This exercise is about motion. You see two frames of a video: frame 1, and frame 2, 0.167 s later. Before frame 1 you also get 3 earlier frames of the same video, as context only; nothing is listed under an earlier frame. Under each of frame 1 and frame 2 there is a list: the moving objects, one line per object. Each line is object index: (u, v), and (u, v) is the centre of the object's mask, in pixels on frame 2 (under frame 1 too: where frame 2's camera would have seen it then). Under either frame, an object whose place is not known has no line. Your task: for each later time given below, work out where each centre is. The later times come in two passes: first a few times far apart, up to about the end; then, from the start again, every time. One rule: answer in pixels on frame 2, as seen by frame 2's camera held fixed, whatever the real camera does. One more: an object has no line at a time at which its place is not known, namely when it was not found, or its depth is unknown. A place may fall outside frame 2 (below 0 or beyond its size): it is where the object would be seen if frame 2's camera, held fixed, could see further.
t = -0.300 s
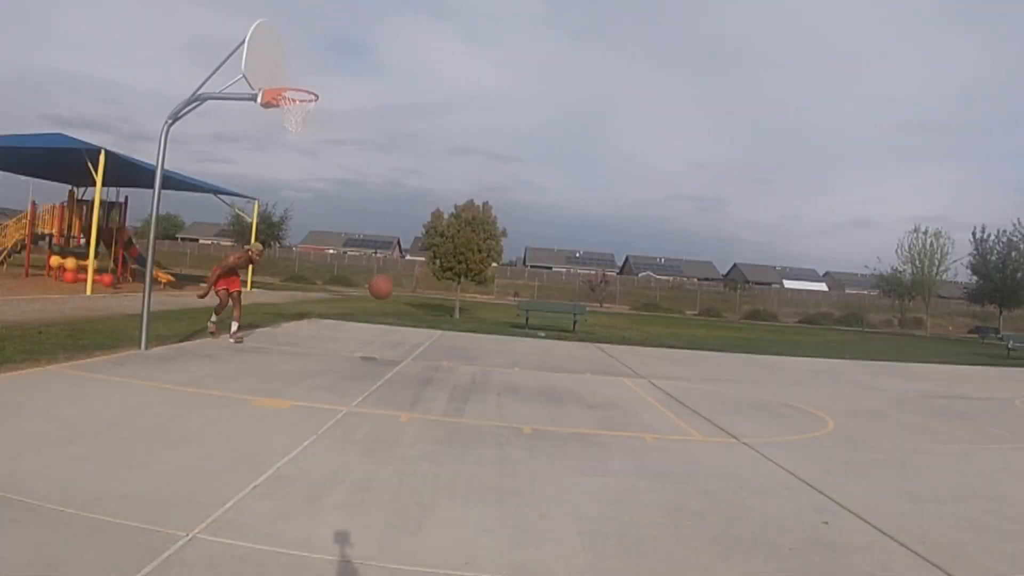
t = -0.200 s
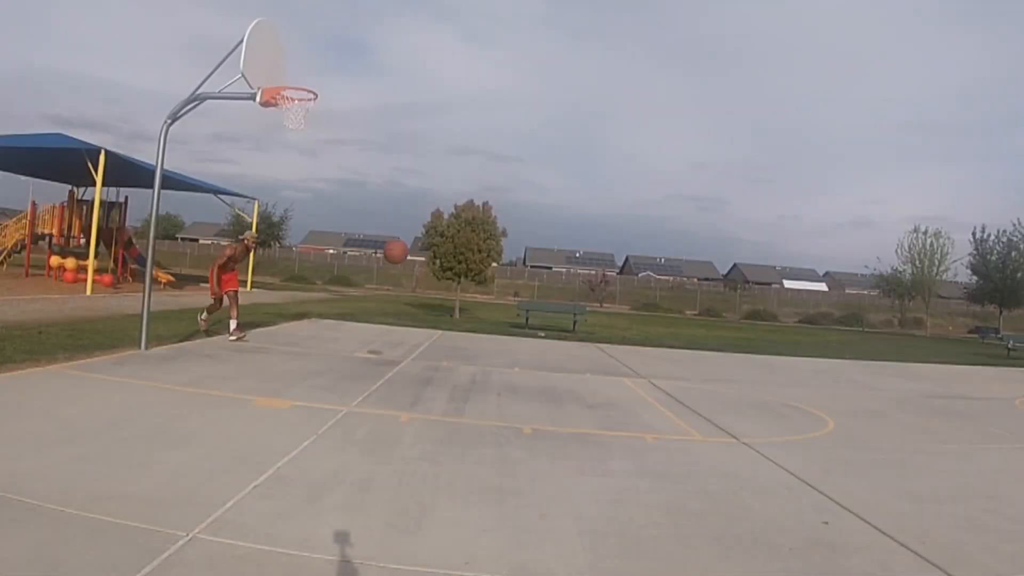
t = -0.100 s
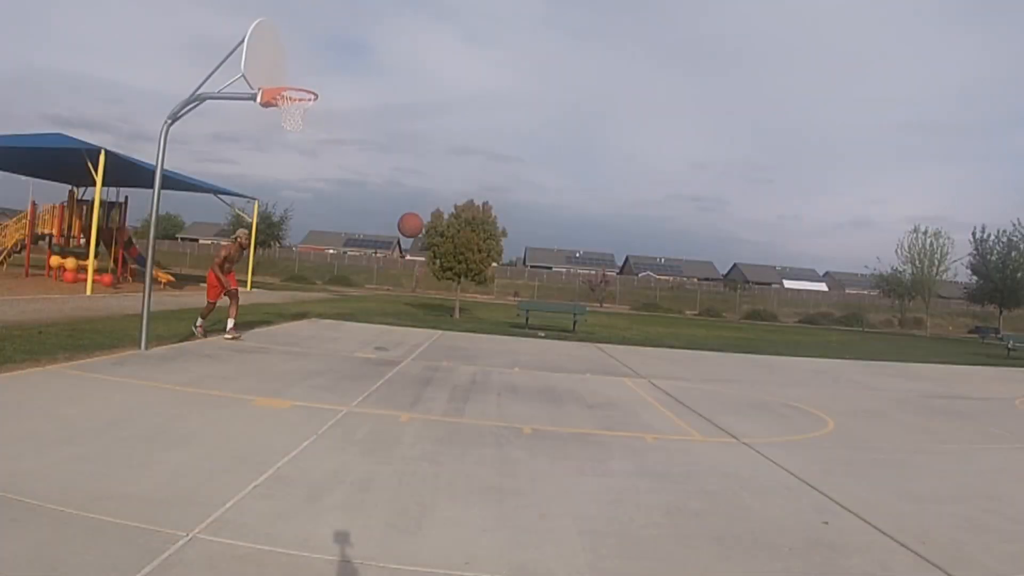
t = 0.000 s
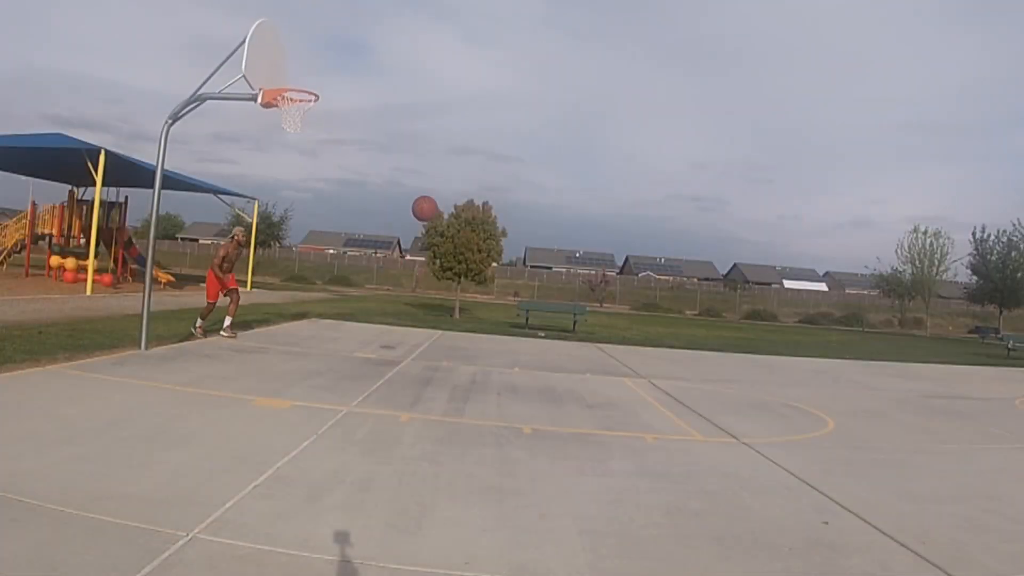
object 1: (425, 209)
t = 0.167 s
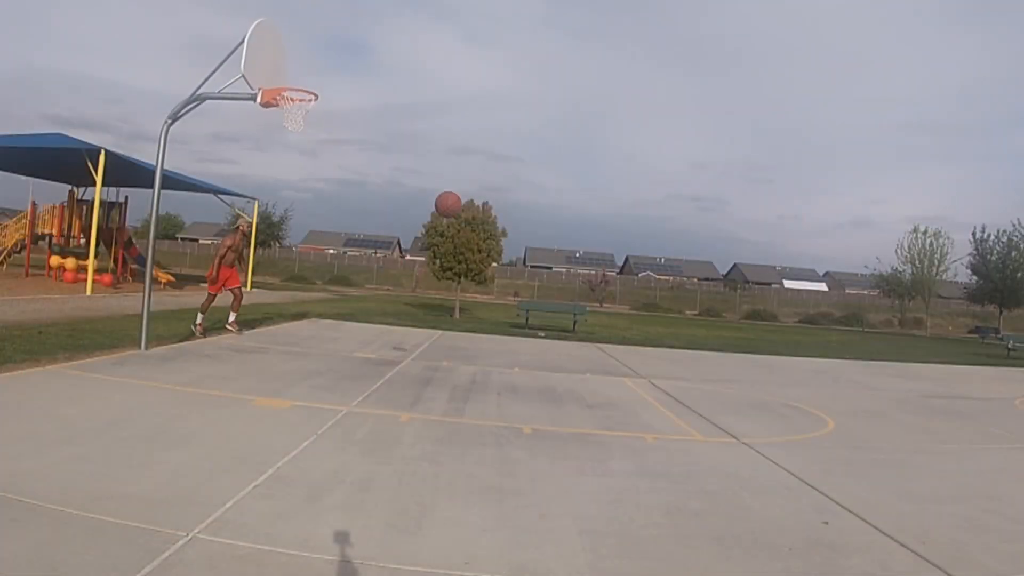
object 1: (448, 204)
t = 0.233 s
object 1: (457, 212)
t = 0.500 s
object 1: (491, 294)
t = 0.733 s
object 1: (522, 395)
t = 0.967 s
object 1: (569, 315)
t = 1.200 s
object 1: (616, 297)
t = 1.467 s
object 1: (668, 372)
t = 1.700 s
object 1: (717, 411)
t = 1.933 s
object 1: (778, 368)
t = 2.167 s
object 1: (833, 407)
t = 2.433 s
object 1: (897, 442)
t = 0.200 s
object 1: (452, 207)
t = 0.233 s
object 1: (457, 212)
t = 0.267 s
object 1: (462, 216)
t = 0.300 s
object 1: (466, 223)
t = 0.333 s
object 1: (470, 230)
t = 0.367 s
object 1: (475, 241)
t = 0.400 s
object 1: (480, 252)
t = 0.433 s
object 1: (483, 266)
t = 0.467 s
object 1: (487, 279)
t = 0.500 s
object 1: (491, 294)
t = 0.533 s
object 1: (495, 310)
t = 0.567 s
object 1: (499, 328)
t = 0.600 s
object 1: (503, 348)
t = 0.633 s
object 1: (507, 369)
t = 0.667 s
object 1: (511, 392)
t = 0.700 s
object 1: (515, 411)
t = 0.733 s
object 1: (522, 395)
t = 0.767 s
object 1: (529, 380)
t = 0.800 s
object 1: (535, 366)
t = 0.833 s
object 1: (542, 353)
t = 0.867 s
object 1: (549, 342)
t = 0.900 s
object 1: (556, 331)
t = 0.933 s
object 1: (563, 322)
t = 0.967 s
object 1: (569, 315)
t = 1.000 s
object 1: (576, 307)
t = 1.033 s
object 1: (583, 303)
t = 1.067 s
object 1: (589, 298)
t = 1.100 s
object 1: (596, 296)
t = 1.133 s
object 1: (603, 294)
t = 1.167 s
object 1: (610, 295)
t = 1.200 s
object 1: (616, 297)
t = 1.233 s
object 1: (623, 301)
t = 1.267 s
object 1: (630, 306)
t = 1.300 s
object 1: (636, 313)
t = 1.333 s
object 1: (642, 321)
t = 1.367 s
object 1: (649, 331)
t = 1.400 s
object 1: (655, 343)
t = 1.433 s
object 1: (662, 357)
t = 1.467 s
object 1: (668, 372)
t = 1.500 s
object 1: (674, 388)
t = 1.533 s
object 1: (679, 407)
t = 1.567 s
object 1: (685, 427)
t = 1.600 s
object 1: (691, 449)
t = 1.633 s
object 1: (699, 437)
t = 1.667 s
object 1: (708, 424)
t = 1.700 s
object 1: (717, 411)
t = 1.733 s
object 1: (726, 400)
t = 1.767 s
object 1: (735, 391)
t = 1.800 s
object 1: (744, 383)
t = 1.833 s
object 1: (752, 377)
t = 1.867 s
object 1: (761, 373)
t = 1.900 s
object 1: (769, 369)
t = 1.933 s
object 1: (778, 368)
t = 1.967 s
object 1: (786, 368)
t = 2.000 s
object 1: (794, 370)
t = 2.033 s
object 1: (802, 374)
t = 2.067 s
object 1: (810, 379)
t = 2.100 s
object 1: (818, 387)
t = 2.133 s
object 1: (826, 396)
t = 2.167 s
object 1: (833, 407)
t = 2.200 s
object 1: (840, 420)
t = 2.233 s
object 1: (847, 434)
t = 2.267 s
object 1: (854, 450)
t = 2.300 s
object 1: (861, 469)
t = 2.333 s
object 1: (868, 474)
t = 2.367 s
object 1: (878, 462)
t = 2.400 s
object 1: (888, 451)
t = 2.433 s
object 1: (897, 442)
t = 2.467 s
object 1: (906, 434)
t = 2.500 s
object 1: (915, 428)
